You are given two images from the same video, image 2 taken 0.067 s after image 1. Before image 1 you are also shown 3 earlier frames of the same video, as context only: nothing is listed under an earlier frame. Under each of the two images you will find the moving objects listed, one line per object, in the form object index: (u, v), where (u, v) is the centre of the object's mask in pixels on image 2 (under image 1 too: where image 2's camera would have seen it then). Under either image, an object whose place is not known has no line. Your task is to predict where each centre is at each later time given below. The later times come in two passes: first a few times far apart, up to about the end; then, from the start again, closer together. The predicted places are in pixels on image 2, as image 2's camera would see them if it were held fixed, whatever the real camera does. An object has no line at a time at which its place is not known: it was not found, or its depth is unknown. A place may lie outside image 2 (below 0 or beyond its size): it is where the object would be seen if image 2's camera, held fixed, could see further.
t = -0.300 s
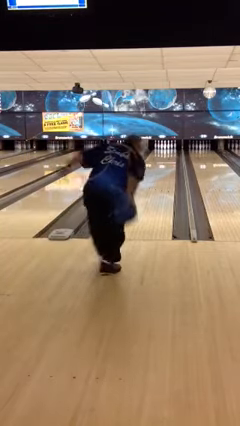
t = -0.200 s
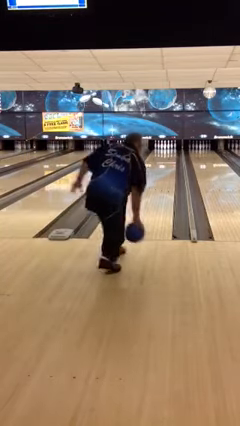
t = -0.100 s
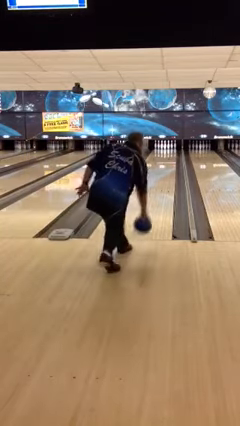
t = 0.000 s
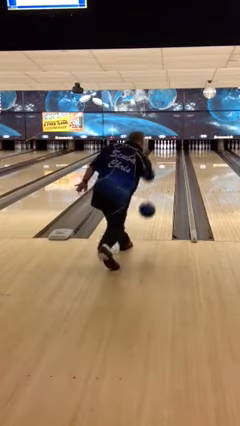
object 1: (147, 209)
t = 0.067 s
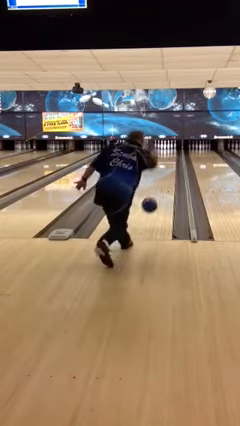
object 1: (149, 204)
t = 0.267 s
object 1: (154, 204)
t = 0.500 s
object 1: (159, 190)
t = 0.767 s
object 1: (162, 179)
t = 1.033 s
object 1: (164, 171)
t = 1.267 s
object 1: (166, 165)
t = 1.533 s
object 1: (167, 161)
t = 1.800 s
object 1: (167, 156)
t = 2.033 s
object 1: (168, 153)
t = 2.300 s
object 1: (168, 152)
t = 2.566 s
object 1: (167, 150)
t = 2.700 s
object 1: (167, 148)
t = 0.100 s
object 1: (150, 204)
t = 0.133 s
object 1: (151, 203)
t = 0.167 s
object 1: (152, 204)
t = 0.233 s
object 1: (154, 206)
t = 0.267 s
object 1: (154, 204)
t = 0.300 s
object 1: (155, 201)
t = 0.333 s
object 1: (156, 200)
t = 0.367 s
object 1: (157, 198)
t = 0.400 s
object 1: (157, 196)
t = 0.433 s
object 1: (158, 194)
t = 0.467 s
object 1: (158, 192)
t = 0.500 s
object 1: (159, 190)
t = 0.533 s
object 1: (159, 189)
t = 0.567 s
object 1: (160, 187)
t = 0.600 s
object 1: (161, 186)
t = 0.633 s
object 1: (161, 184)
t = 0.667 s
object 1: (161, 183)
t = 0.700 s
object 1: (161, 181)
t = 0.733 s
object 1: (162, 180)
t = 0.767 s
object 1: (162, 179)
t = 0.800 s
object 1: (162, 178)
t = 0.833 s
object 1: (163, 177)
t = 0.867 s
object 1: (163, 175)
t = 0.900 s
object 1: (163, 175)
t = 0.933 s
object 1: (163, 174)
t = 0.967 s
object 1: (164, 173)
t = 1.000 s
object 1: (164, 172)
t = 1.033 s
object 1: (164, 171)
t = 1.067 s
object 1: (165, 170)
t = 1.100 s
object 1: (165, 170)
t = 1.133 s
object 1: (165, 169)
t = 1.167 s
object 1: (165, 168)
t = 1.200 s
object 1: (166, 167)
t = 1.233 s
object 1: (166, 166)
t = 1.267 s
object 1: (166, 165)
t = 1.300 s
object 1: (166, 164)
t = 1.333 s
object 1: (166, 164)
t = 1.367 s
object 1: (166, 163)
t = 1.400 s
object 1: (166, 163)
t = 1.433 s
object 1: (166, 162)
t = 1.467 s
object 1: (166, 161)
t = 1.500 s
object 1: (167, 161)
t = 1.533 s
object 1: (167, 161)
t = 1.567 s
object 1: (167, 160)
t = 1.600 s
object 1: (167, 160)
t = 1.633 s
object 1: (167, 160)
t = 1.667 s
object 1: (167, 159)
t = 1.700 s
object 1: (167, 158)
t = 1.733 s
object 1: (167, 158)
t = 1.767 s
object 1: (167, 156)
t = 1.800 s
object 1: (167, 156)
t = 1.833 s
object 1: (168, 156)
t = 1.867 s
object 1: (168, 156)
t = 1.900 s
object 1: (168, 156)
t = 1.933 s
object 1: (168, 156)
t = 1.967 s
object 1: (168, 154)
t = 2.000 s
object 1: (168, 154)
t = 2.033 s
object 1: (168, 153)
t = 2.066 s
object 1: (168, 153)
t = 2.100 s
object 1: (168, 154)
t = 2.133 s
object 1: (168, 153)
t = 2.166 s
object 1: (168, 154)
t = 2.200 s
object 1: (168, 153)
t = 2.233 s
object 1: (168, 153)
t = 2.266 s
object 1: (168, 153)
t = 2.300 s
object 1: (168, 152)
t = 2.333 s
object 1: (168, 152)
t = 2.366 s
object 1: (168, 152)
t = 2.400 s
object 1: (167, 152)
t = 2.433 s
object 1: (168, 150)
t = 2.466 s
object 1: (168, 150)
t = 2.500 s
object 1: (168, 150)
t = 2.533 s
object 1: (168, 150)
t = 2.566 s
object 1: (167, 150)
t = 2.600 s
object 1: (167, 149)
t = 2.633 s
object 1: (167, 149)
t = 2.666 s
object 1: (167, 149)
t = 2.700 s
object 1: (167, 148)
